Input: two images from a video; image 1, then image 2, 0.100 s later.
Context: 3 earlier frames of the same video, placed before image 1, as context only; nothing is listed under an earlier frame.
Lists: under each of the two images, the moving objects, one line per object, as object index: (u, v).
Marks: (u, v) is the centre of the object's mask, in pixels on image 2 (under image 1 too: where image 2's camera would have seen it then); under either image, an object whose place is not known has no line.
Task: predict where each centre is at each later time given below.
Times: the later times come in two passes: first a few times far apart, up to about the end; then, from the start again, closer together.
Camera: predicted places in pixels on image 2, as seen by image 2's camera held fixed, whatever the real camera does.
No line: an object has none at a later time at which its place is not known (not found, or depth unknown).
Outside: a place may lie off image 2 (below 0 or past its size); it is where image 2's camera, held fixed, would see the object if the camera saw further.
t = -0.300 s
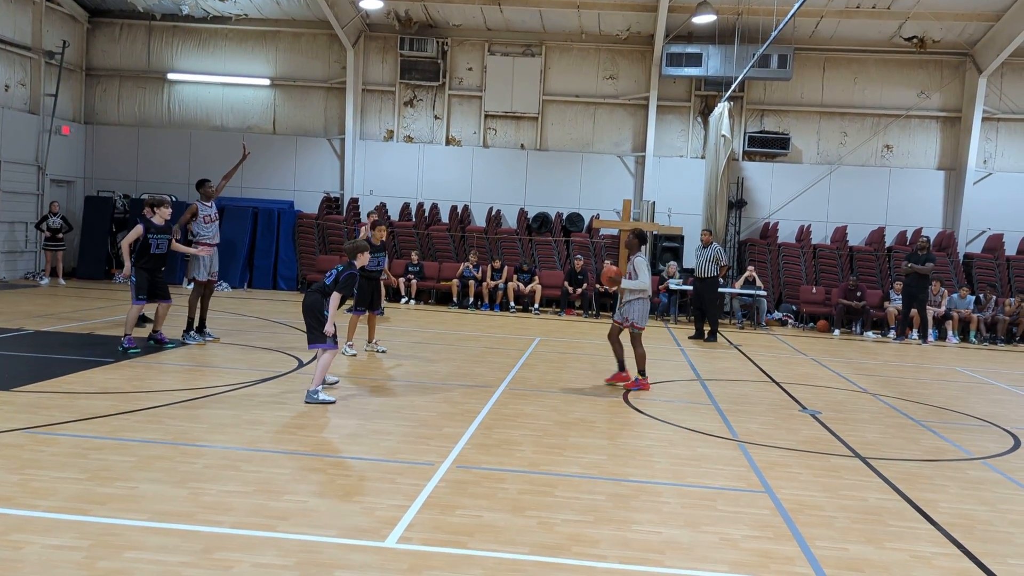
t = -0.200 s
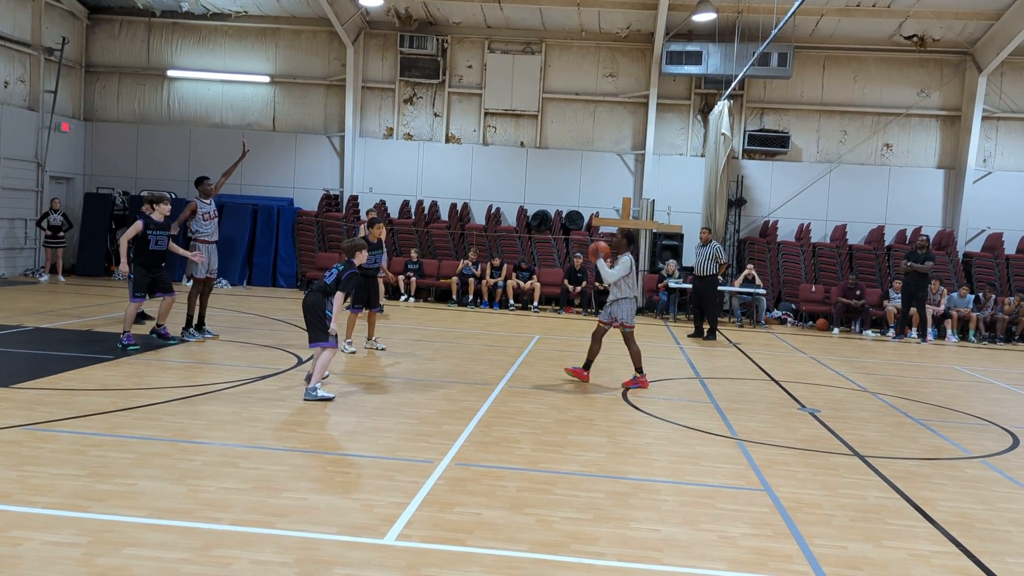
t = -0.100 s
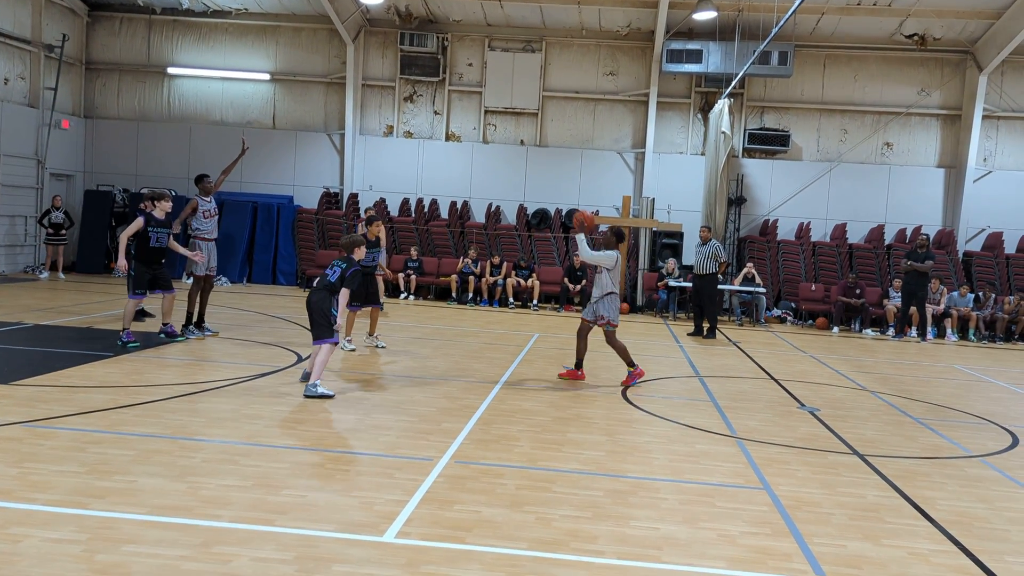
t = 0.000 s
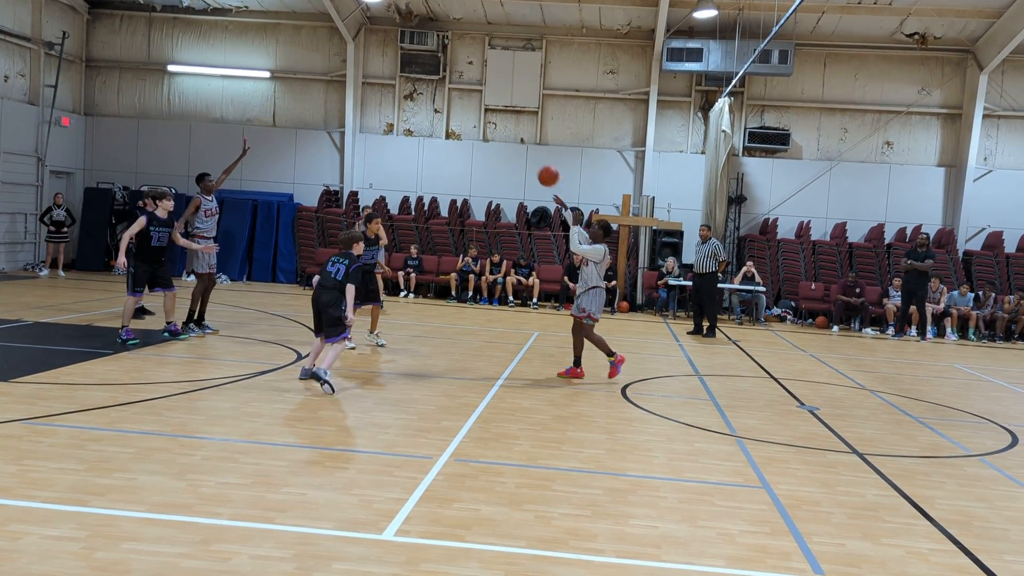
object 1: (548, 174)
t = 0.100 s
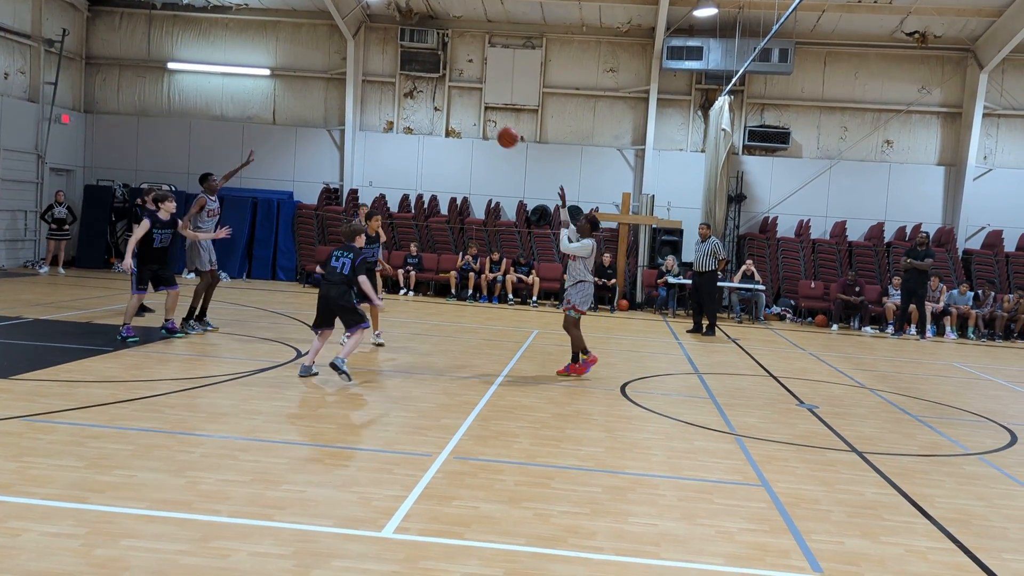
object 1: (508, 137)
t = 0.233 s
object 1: (455, 103)
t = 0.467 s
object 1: (366, 82)
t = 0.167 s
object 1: (481, 118)
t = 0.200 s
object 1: (467, 110)
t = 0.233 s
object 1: (455, 103)
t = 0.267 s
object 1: (442, 97)
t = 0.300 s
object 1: (429, 92)
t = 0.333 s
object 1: (416, 88)
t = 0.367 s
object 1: (404, 85)
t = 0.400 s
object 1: (391, 83)
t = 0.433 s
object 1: (379, 82)
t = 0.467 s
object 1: (366, 82)
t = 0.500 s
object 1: (355, 83)
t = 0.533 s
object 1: (342, 84)
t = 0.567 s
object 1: (330, 87)
